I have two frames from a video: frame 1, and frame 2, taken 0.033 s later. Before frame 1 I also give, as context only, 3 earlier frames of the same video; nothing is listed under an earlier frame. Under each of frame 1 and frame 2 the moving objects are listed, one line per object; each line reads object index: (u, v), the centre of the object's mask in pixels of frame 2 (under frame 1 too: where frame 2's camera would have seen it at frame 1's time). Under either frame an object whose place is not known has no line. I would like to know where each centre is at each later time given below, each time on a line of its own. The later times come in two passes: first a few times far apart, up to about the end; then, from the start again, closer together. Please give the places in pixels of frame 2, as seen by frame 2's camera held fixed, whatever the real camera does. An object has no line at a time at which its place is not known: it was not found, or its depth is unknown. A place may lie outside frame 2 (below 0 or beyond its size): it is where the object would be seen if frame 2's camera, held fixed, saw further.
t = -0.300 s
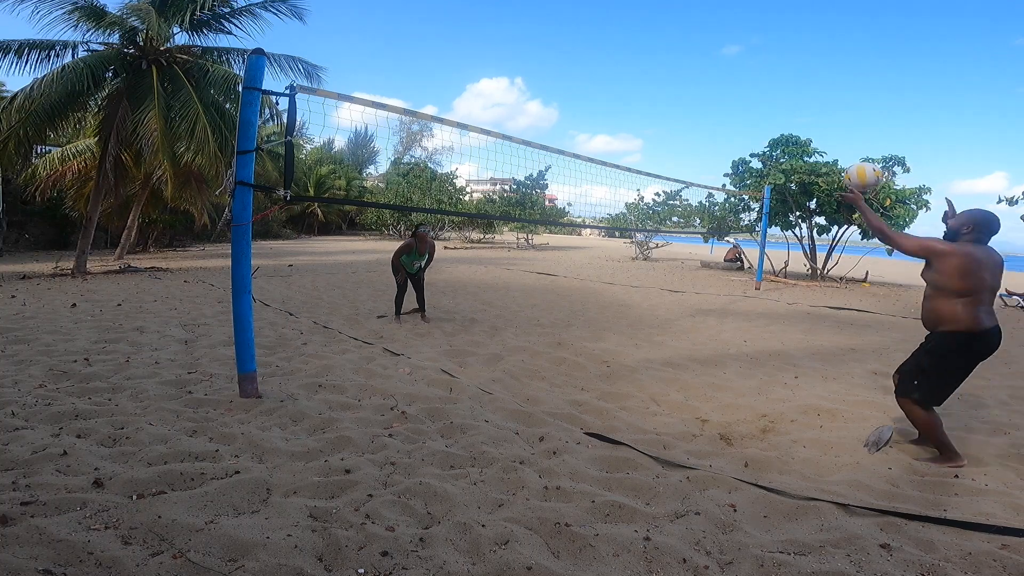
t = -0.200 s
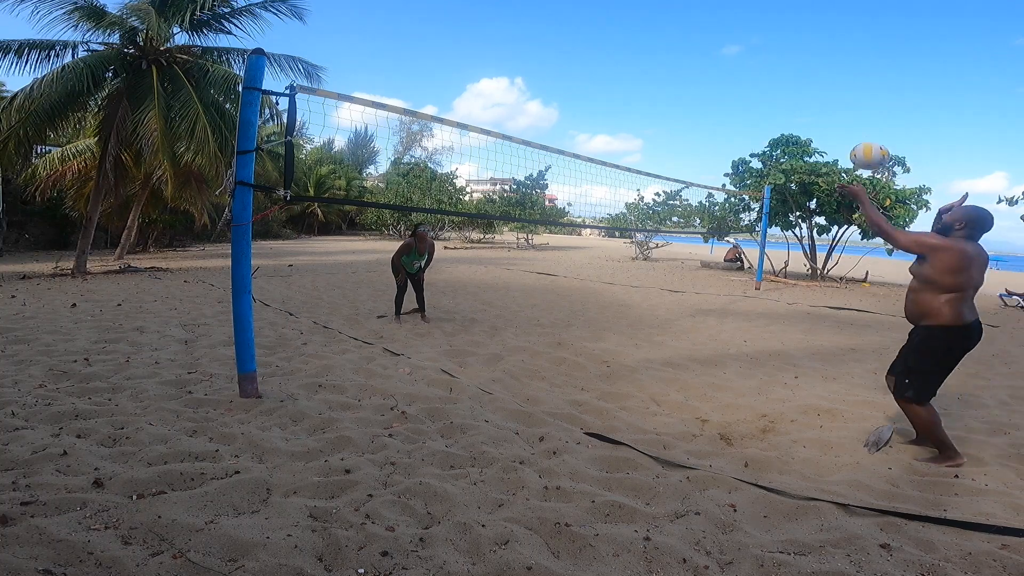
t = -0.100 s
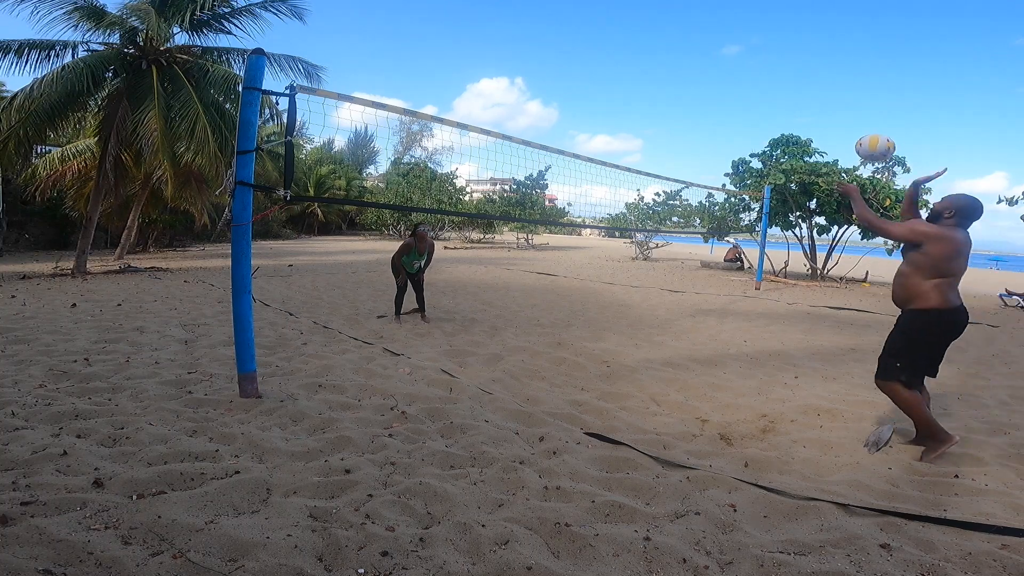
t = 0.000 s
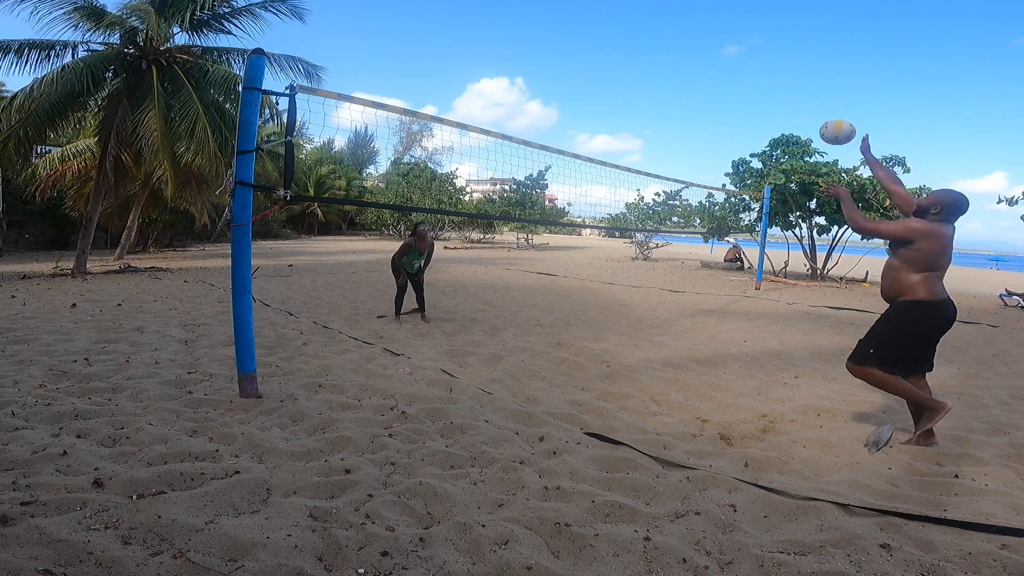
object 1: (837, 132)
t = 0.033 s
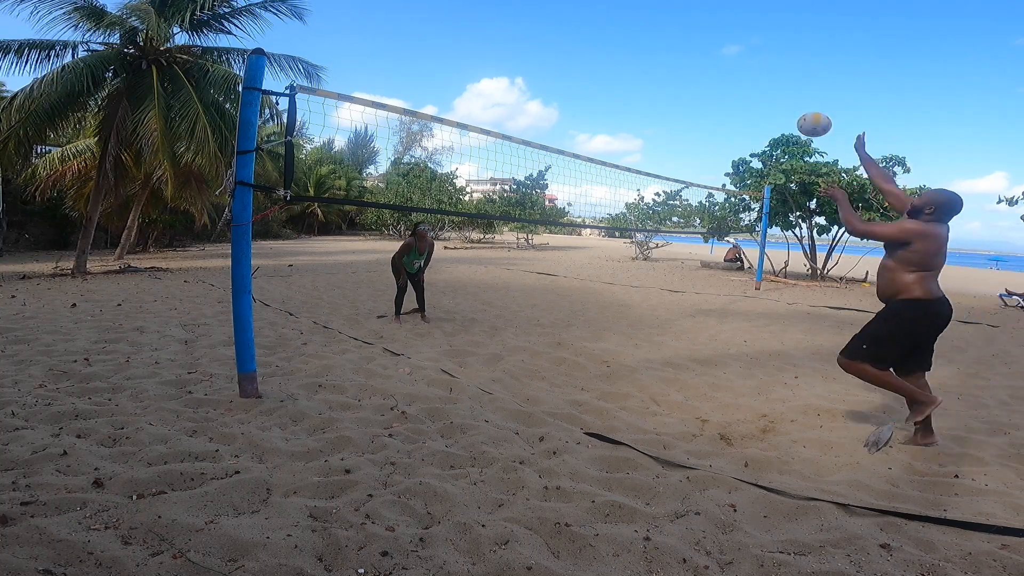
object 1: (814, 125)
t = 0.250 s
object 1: (697, 111)
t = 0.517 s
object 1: (606, 149)
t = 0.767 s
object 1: (573, 203)
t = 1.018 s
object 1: (603, 237)
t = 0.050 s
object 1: (803, 121)
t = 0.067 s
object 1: (792, 118)
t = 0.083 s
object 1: (782, 116)
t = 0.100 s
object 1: (772, 114)
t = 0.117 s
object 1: (762, 113)
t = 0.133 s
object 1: (753, 112)
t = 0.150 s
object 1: (744, 111)
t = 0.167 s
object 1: (736, 110)
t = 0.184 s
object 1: (728, 110)
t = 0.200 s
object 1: (720, 109)
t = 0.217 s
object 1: (712, 110)
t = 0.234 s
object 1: (705, 110)
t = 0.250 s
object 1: (697, 111)
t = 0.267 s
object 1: (690, 112)
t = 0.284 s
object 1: (684, 113)
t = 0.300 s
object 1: (677, 114)
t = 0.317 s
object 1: (671, 116)
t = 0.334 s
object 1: (664, 118)
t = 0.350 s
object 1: (659, 120)
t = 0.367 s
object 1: (653, 122)
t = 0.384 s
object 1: (647, 124)
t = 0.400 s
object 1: (642, 127)
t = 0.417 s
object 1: (636, 130)
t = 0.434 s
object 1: (631, 133)
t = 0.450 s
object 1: (626, 136)
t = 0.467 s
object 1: (621, 139)
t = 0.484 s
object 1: (616, 142)
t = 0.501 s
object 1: (611, 146)
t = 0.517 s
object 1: (606, 149)
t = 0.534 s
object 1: (602, 153)
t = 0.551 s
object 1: (598, 157)
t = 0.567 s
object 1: (593, 162)
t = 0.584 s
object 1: (589, 166)
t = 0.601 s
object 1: (585, 170)
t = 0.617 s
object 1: (581, 175)
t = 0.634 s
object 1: (578, 178)
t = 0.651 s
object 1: (576, 181)
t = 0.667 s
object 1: (574, 184)
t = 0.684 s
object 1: (573, 187)
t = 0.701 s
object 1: (573, 190)
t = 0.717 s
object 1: (572, 193)
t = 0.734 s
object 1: (573, 196)
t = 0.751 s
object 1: (573, 200)
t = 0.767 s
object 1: (573, 203)
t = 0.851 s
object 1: (581, 216)
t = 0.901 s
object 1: (588, 220)
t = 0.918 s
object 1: (589, 222)
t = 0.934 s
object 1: (592, 223)
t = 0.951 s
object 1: (594, 226)
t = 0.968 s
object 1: (596, 228)
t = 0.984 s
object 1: (599, 230)
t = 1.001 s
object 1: (601, 234)
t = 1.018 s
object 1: (603, 237)
